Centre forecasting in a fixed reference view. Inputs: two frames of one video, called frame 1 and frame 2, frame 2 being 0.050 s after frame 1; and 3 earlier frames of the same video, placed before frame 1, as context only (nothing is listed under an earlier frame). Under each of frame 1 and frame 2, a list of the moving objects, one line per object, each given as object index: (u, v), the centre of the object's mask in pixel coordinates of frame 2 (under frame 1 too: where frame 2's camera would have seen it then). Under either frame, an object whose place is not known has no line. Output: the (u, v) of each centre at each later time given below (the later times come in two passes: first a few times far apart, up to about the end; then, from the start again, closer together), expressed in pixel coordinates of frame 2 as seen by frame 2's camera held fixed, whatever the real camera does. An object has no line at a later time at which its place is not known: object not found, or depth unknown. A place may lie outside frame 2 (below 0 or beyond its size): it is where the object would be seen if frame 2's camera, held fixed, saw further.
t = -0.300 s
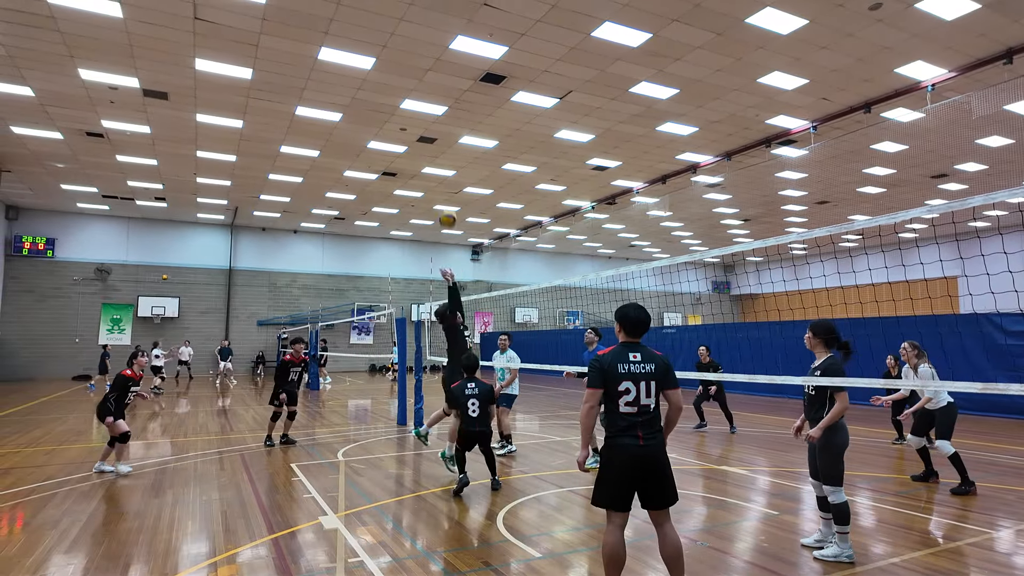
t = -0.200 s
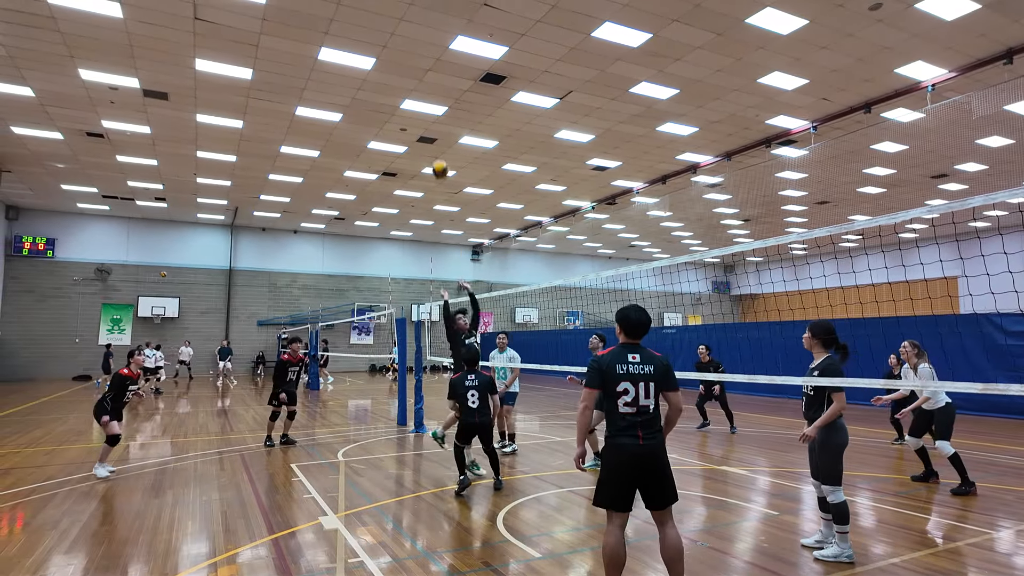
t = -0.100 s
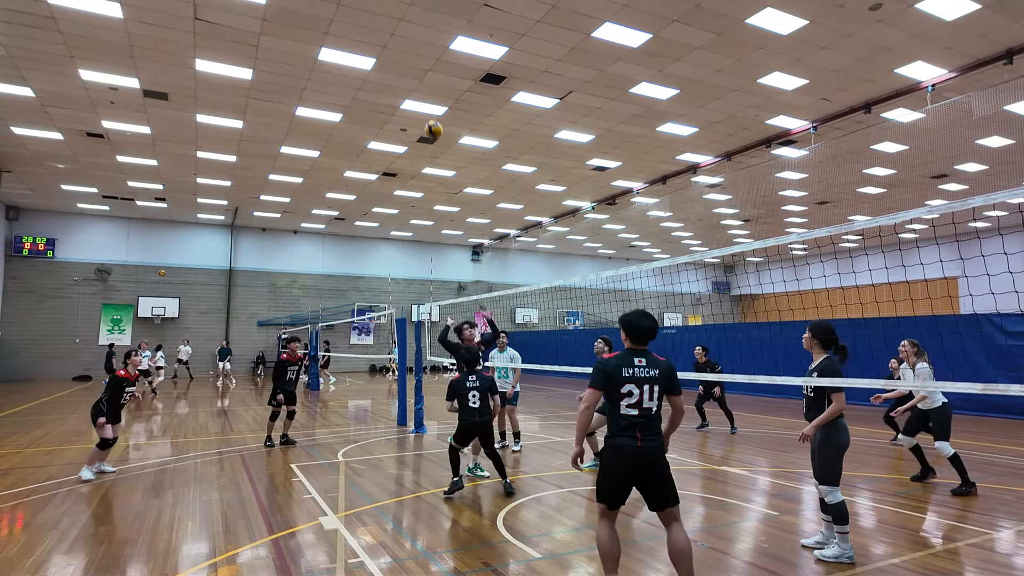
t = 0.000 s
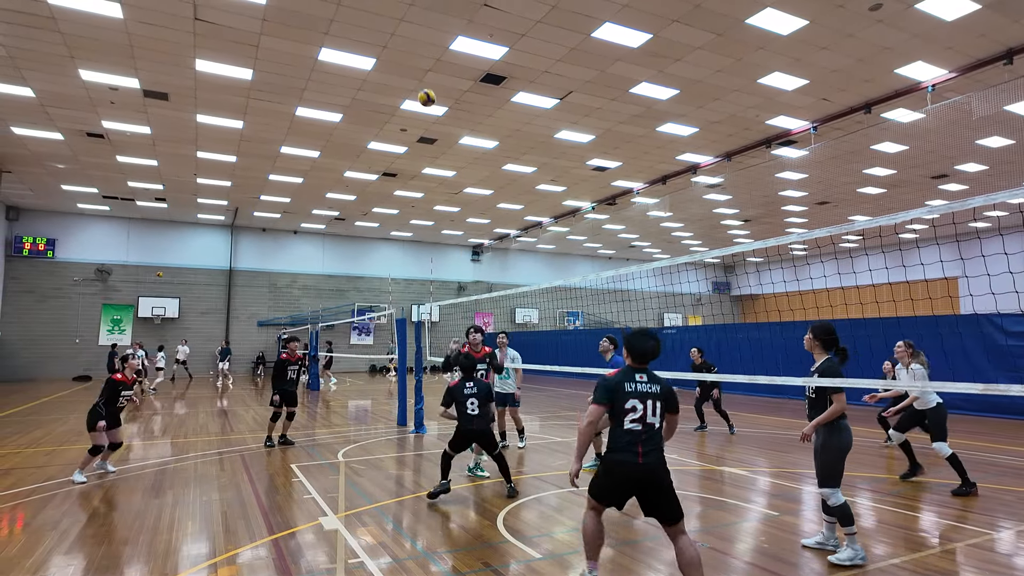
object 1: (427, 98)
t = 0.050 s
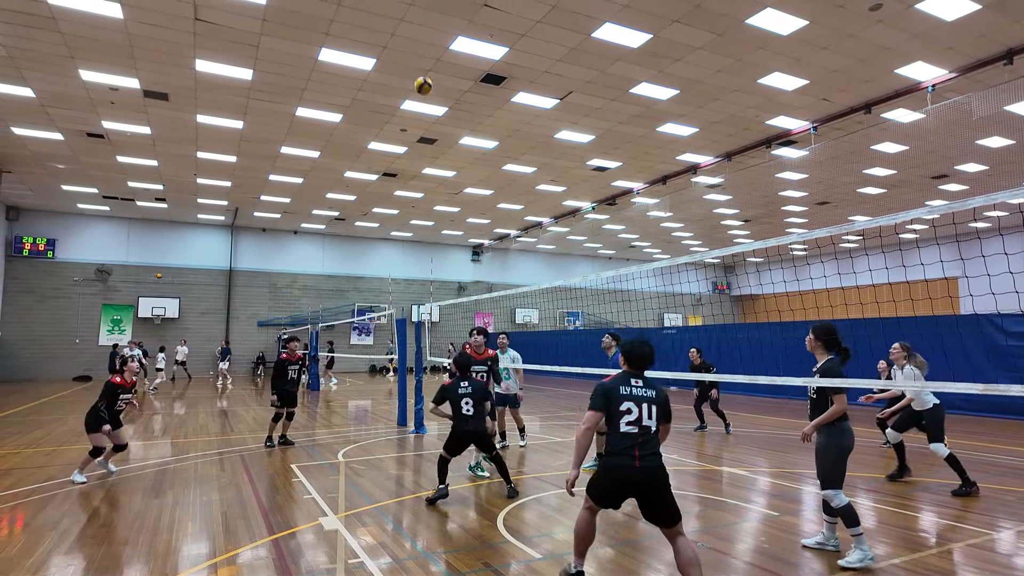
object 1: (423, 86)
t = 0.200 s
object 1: (413, 59)
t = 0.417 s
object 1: (399, 52)
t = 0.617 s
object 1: (385, 77)
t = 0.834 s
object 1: (371, 136)
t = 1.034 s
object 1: (359, 220)
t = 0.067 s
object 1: (422, 82)
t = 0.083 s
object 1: (421, 78)
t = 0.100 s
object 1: (420, 75)
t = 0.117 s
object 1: (419, 72)
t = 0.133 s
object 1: (418, 69)
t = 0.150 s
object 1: (417, 66)
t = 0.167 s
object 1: (415, 64)
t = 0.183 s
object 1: (414, 62)
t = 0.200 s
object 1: (413, 59)
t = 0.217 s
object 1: (412, 58)
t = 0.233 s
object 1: (411, 56)
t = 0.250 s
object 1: (410, 55)
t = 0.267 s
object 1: (409, 53)
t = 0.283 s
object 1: (408, 53)
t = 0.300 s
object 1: (407, 52)
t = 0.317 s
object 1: (406, 51)
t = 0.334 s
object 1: (404, 51)
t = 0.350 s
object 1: (403, 51)
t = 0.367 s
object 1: (402, 51)
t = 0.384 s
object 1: (401, 51)
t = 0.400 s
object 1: (400, 52)
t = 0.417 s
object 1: (399, 52)
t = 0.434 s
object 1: (397, 53)
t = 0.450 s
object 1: (396, 54)
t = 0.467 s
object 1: (395, 56)
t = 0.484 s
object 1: (394, 57)
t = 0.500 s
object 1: (393, 59)
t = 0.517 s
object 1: (392, 61)
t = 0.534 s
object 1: (391, 63)
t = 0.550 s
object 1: (390, 65)
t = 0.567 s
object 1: (389, 68)
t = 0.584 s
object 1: (388, 71)
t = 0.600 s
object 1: (387, 73)
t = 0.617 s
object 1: (385, 77)
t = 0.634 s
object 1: (384, 80)
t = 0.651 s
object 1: (383, 83)
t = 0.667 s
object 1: (382, 87)
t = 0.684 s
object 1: (380, 91)
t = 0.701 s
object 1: (379, 95)
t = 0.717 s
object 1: (378, 100)
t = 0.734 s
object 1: (377, 104)
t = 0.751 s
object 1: (376, 109)
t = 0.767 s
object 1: (376, 114)
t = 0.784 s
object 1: (374, 120)
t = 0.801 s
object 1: (374, 125)
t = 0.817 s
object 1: (372, 131)
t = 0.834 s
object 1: (371, 136)
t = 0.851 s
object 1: (370, 142)
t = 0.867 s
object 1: (369, 148)
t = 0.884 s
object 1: (368, 155)
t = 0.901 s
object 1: (367, 161)
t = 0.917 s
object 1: (367, 167)
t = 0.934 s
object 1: (366, 175)
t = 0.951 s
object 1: (364, 184)
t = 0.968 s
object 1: (364, 189)
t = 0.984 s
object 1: (362, 197)
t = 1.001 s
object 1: (362, 205)
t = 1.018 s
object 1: (360, 212)
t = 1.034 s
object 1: (359, 220)
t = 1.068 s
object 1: (358, 237)
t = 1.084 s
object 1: (357, 246)
